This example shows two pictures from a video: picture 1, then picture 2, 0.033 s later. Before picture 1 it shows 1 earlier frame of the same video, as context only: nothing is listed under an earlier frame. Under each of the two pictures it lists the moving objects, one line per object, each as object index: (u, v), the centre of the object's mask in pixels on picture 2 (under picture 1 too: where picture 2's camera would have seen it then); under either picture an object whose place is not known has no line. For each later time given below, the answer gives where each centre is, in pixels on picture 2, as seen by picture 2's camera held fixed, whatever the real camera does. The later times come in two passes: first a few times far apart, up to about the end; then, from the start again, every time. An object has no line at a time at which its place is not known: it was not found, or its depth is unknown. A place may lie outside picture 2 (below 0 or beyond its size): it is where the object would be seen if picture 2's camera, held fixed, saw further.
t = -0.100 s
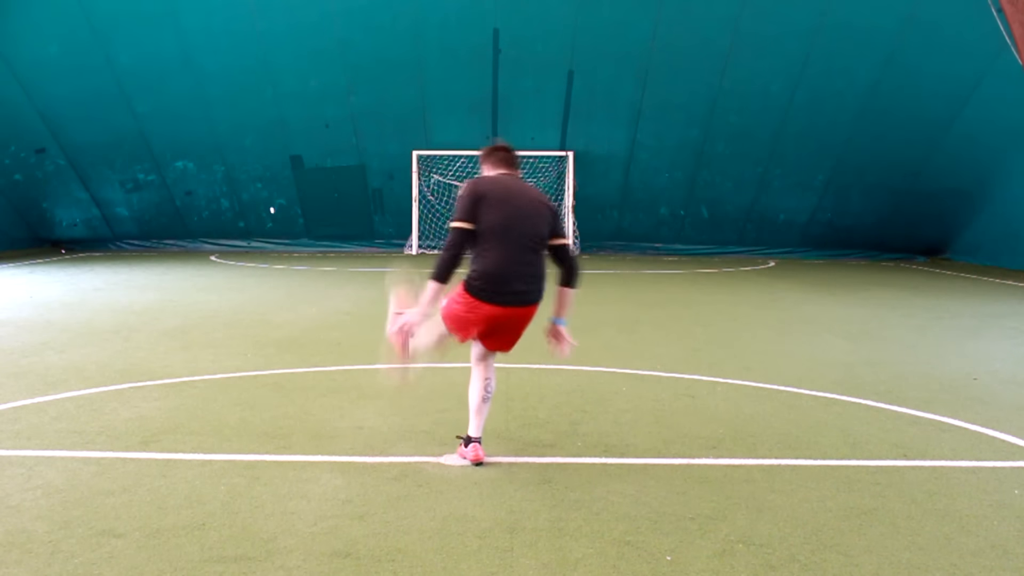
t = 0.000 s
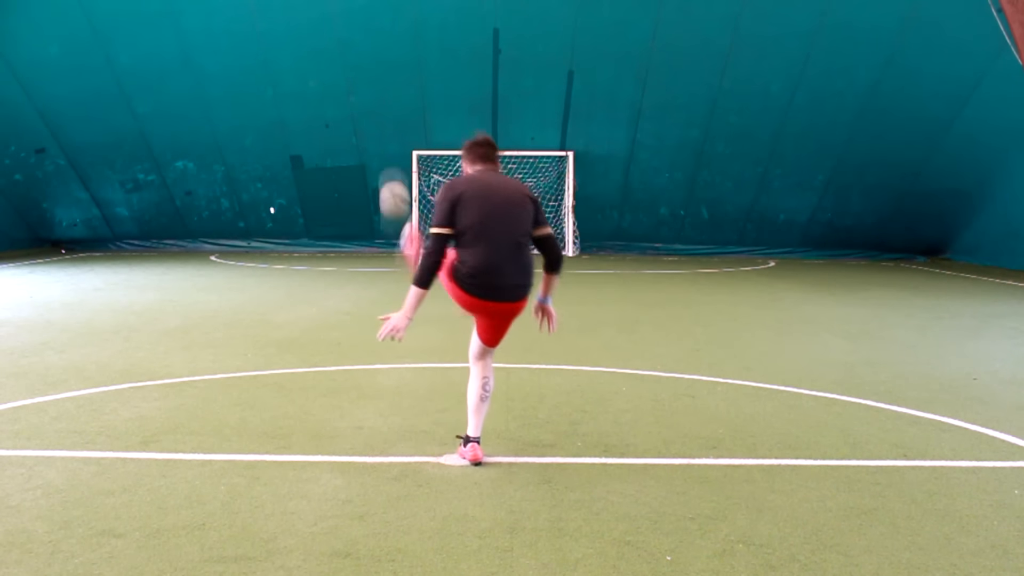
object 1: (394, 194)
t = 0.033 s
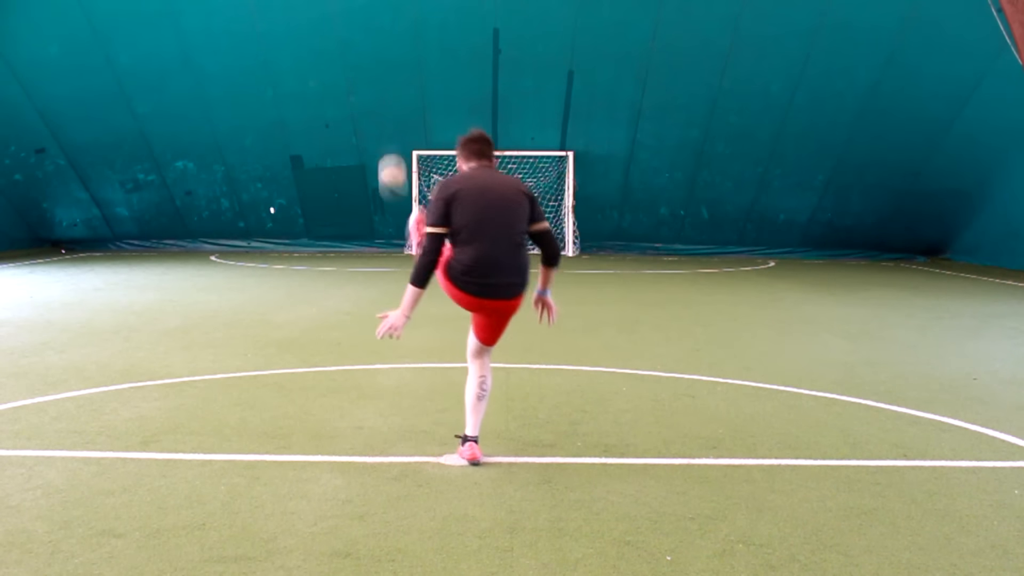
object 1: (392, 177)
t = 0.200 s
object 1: (393, 99)
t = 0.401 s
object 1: (404, 75)
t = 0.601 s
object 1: (419, 84)
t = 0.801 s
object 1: (436, 111)
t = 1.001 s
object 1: (453, 150)
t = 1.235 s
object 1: (448, 193)
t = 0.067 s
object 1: (391, 153)
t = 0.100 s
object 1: (391, 132)
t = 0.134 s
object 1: (391, 122)
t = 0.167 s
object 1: (392, 109)
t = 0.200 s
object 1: (393, 99)
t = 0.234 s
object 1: (394, 91)
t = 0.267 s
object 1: (396, 85)
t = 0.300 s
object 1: (397, 81)
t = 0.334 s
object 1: (399, 78)
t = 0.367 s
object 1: (402, 75)
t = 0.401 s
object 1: (404, 75)
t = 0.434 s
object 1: (406, 74)
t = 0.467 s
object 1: (408, 75)
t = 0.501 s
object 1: (411, 76)
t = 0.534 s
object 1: (414, 78)
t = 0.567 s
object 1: (416, 81)
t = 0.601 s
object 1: (419, 84)
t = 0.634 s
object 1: (422, 87)
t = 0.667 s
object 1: (425, 91)
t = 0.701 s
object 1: (427, 95)
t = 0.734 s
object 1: (430, 100)
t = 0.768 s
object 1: (433, 105)
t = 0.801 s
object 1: (436, 111)
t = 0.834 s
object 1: (438, 117)
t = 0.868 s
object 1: (441, 123)
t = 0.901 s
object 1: (445, 130)
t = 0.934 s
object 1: (447, 136)
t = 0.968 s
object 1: (450, 143)
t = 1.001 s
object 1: (453, 150)
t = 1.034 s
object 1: (456, 159)
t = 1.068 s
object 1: (459, 165)
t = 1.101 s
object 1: (460, 172)
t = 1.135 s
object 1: (457, 178)
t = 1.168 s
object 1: (454, 183)
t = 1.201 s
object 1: (451, 189)
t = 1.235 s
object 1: (448, 193)
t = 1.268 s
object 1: (446, 199)
